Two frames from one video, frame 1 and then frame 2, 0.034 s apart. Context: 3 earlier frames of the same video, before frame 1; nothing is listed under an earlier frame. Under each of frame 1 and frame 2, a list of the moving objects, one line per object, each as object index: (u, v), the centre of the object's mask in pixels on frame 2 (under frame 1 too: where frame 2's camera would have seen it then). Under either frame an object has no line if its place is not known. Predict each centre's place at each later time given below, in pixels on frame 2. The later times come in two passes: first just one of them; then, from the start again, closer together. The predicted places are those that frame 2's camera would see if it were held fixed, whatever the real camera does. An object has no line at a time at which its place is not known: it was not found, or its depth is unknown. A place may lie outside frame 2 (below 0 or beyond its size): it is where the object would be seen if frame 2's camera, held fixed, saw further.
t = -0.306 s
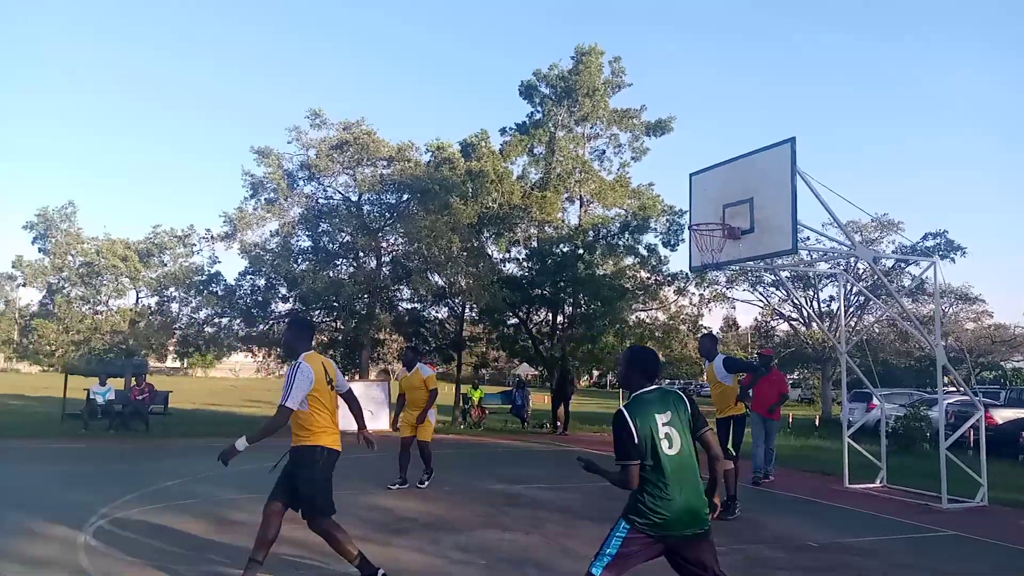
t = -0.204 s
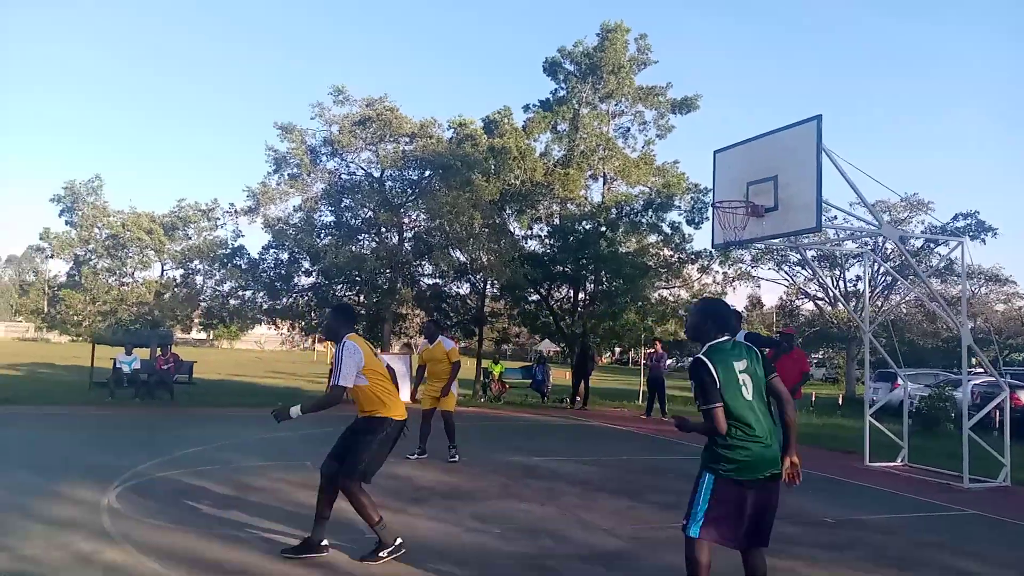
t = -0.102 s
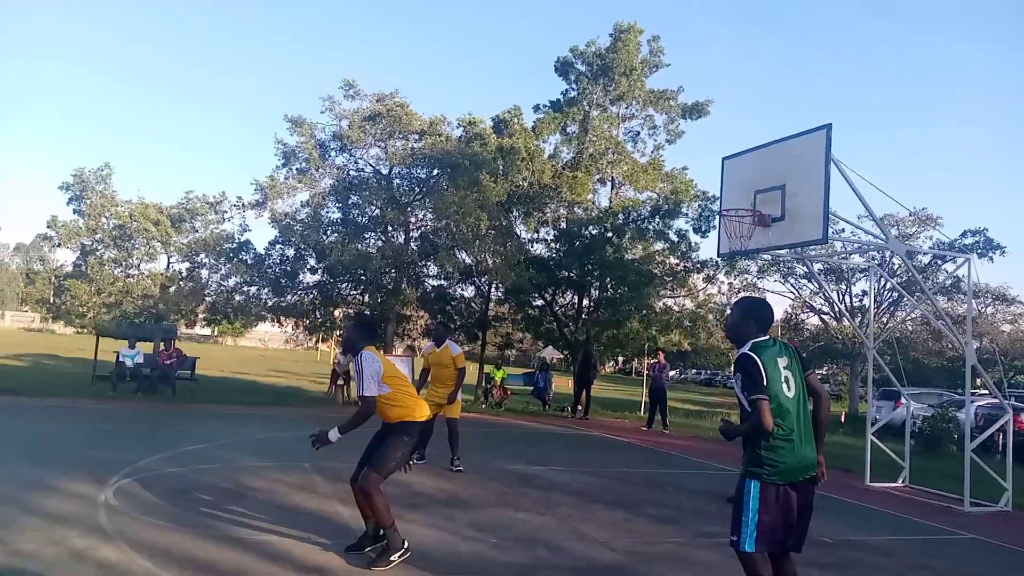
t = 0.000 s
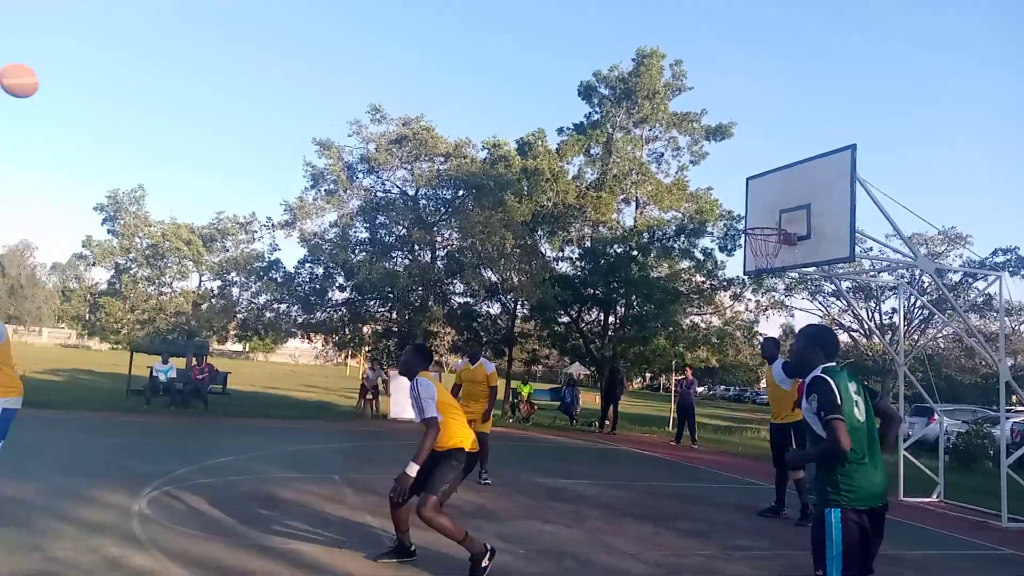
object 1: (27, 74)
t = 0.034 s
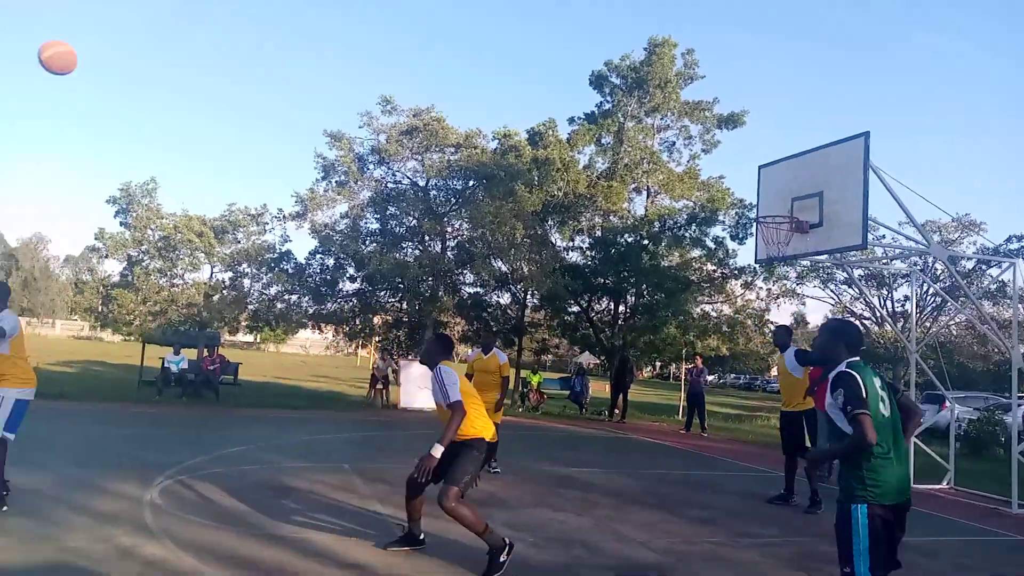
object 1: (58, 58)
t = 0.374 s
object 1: (335, -38)
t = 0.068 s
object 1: (88, 40)
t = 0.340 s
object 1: (306, -40)
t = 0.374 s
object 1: (335, -38)
